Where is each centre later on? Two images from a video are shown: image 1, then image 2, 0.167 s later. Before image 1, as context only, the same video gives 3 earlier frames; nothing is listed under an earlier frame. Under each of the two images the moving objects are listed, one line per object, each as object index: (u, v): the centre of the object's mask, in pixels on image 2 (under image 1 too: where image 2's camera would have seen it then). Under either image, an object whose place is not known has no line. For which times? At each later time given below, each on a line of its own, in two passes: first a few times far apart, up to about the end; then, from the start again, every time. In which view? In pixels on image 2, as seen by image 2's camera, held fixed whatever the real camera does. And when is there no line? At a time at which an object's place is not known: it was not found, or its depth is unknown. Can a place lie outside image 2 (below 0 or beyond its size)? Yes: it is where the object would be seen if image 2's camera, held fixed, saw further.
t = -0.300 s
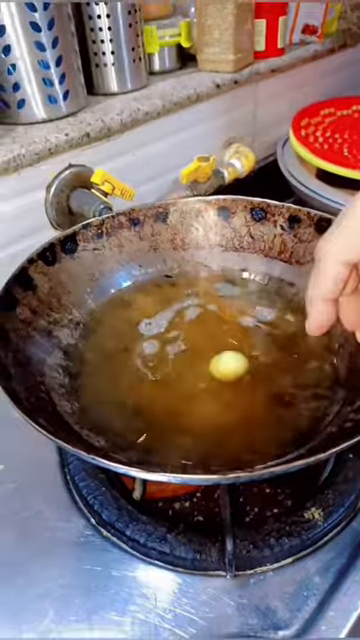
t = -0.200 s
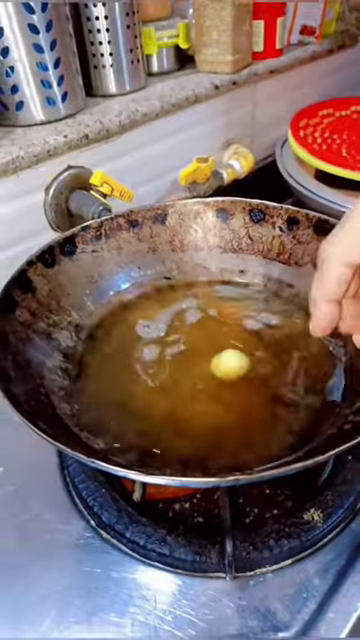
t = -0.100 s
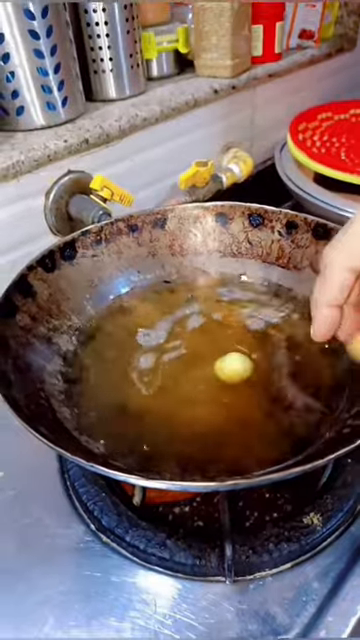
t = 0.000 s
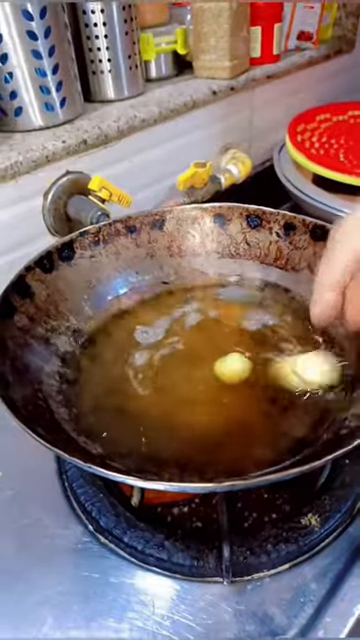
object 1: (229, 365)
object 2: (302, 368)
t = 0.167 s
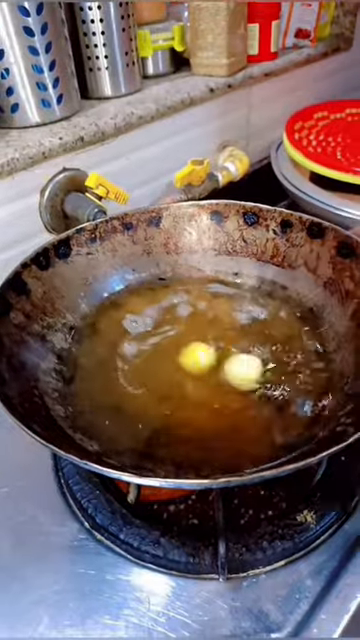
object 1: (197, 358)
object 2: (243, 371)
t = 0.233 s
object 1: (192, 357)
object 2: (237, 370)
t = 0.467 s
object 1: (193, 354)
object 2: (226, 373)
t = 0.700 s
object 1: (199, 349)
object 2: (210, 376)
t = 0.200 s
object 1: (194, 357)
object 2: (239, 370)
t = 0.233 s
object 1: (192, 357)
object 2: (237, 370)
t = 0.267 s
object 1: (191, 356)
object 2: (235, 369)
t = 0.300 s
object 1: (191, 356)
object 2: (234, 370)
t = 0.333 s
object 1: (190, 355)
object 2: (232, 371)
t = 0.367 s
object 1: (190, 353)
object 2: (230, 371)
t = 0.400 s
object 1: (192, 353)
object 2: (228, 372)
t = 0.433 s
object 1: (193, 354)
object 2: (227, 372)
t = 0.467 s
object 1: (193, 354)
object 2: (226, 373)
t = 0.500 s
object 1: (194, 354)
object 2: (226, 374)
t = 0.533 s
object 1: (196, 352)
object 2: (224, 375)
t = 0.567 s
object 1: (198, 353)
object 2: (222, 376)
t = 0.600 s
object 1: (198, 352)
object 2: (219, 377)
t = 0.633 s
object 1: (198, 350)
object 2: (216, 376)
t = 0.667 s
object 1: (199, 350)
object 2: (213, 376)
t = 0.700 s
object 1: (199, 349)
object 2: (210, 376)
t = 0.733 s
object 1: (200, 348)
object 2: (208, 376)
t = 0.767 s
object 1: (199, 348)
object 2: (205, 375)
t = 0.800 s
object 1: (199, 348)
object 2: (203, 376)
